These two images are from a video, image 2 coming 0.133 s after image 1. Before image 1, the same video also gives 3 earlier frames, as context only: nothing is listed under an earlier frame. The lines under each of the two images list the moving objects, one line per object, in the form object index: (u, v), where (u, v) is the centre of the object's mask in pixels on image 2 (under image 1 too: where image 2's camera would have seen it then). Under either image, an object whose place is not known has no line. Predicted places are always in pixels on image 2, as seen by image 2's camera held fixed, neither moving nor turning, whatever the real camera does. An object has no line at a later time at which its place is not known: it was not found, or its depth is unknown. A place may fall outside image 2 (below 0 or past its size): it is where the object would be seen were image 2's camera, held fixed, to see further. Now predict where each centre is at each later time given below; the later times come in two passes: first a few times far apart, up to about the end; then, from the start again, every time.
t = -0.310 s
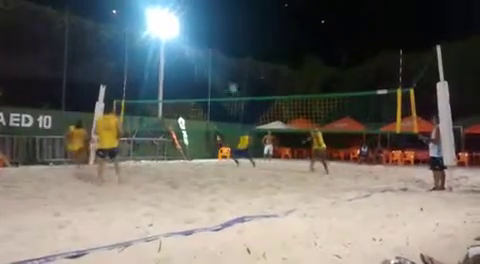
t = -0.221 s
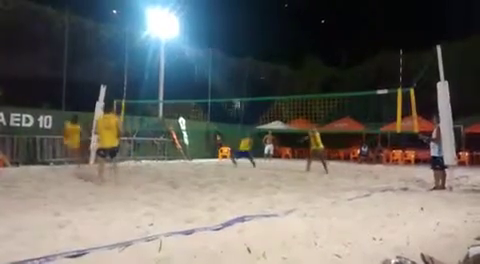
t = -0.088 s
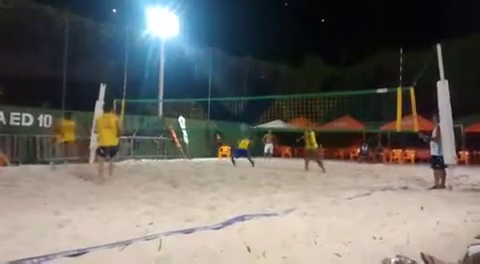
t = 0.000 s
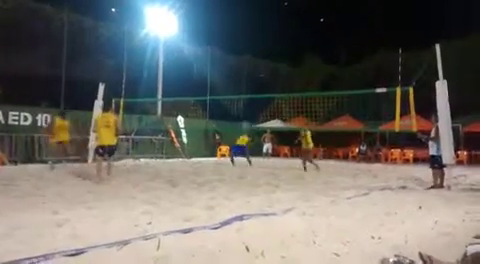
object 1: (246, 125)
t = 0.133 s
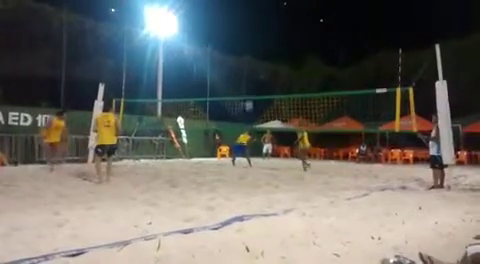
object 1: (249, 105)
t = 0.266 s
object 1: (252, 88)
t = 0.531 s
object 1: (259, 67)
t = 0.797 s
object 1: (267, 65)
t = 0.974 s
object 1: (272, 79)
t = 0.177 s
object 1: (249, 99)
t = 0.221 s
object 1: (251, 92)
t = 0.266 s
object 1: (252, 88)
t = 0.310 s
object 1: (254, 84)
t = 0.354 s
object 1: (256, 79)
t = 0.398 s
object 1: (256, 76)
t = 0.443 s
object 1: (256, 72)
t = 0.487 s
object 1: (258, 69)
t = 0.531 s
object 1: (259, 67)
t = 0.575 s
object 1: (260, 64)
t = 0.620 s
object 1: (262, 64)
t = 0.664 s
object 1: (263, 63)
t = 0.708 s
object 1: (264, 63)
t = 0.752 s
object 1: (266, 64)
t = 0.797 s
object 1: (267, 65)
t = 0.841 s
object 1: (268, 68)
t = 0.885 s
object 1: (270, 71)
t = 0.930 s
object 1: (271, 75)
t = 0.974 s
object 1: (272, 79)
